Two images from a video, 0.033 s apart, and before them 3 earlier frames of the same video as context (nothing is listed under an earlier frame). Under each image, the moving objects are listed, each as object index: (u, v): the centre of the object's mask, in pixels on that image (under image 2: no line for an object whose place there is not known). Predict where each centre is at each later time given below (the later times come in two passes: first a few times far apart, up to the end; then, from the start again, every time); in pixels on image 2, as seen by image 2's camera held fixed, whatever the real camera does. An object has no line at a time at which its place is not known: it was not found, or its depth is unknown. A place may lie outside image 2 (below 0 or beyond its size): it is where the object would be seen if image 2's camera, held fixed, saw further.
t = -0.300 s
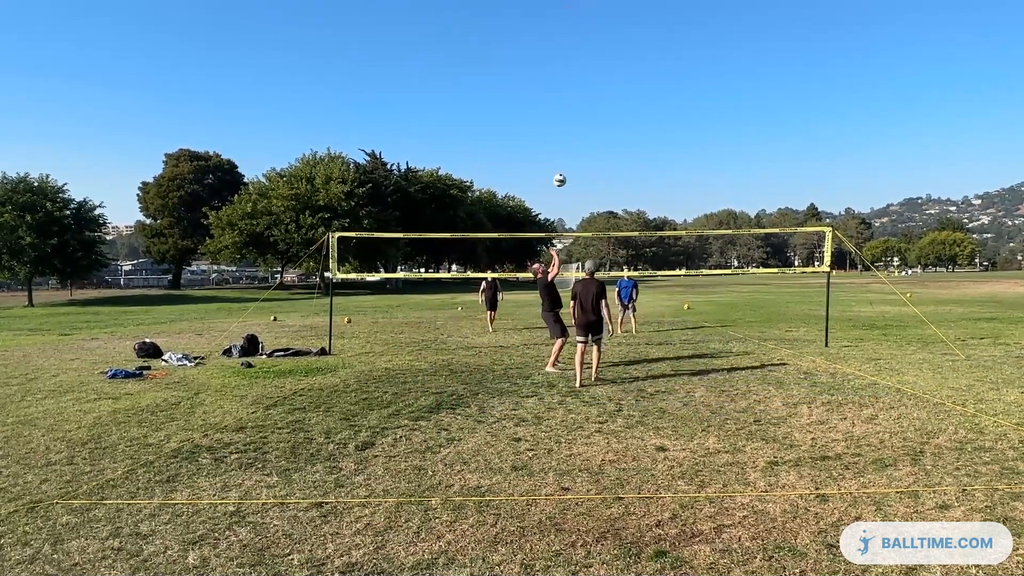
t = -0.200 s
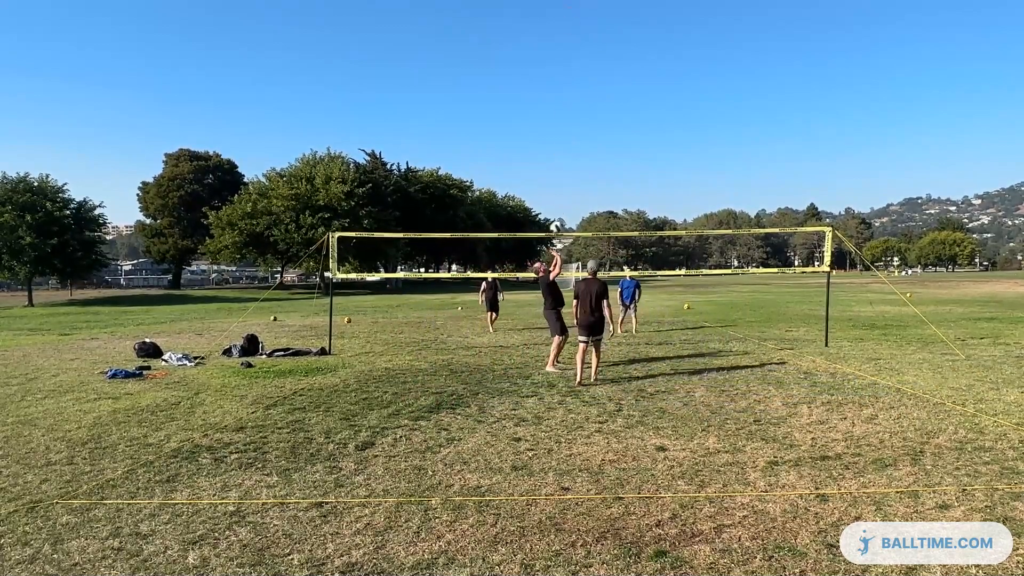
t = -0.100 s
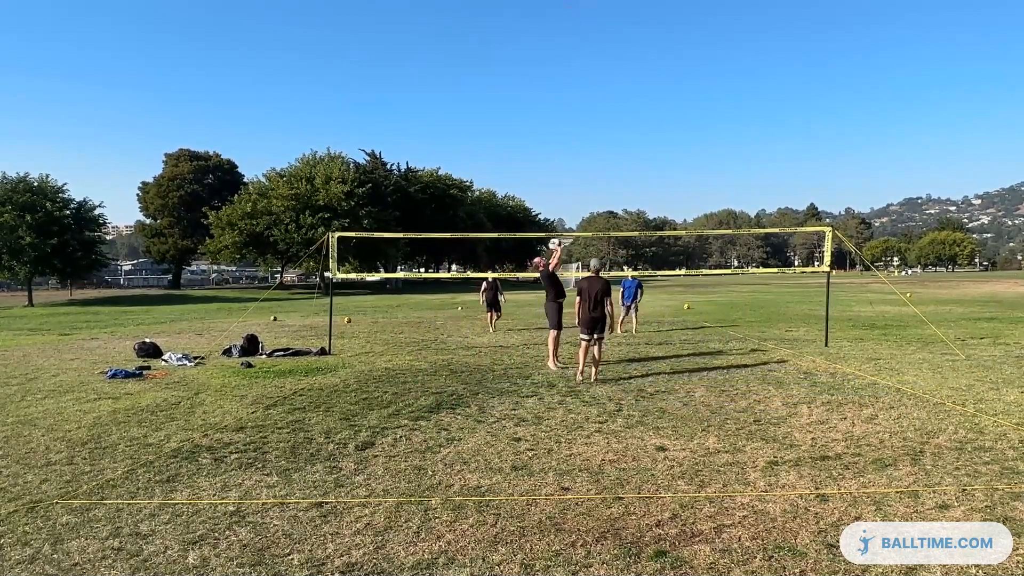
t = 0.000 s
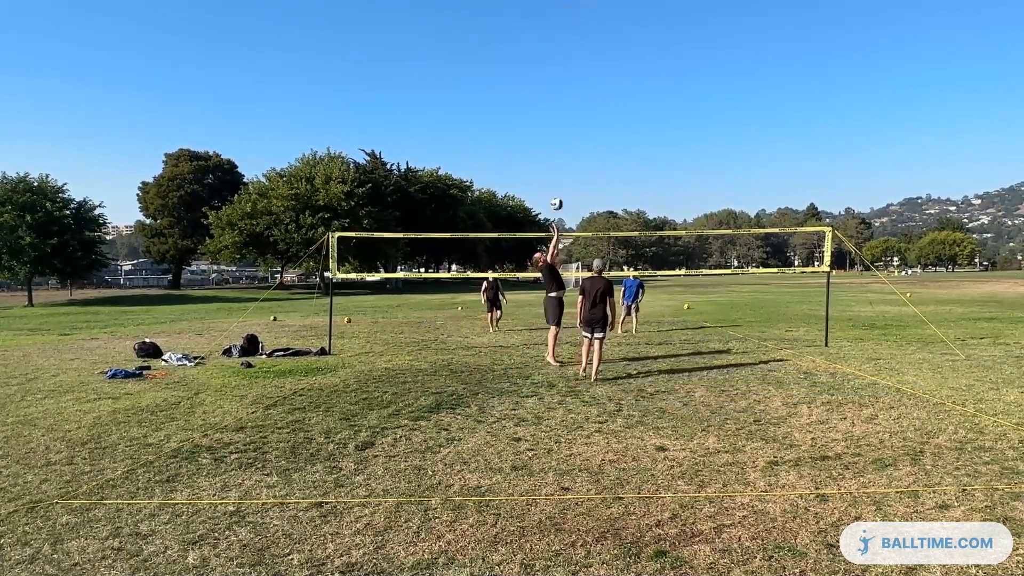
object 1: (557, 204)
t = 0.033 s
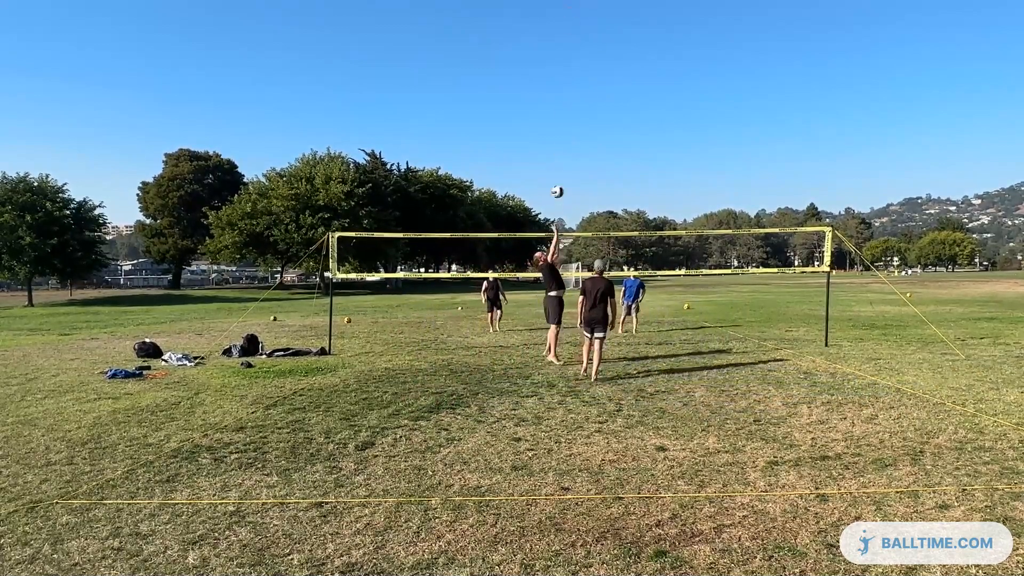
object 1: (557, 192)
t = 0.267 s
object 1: (563, 126)
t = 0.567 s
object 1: (569, 90)
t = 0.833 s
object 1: (574, 101)
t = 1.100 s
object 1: (579, 150)
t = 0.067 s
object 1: (558, 180)
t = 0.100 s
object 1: (559, 169)
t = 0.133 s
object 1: (560, 159)
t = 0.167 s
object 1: (560, 150)
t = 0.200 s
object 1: (561, 141)
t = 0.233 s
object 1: (562, 133)
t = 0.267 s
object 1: (563, 126)
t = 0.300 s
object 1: (563, 119)
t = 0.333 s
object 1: (564, 113)
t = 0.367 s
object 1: (565, 108)
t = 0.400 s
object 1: (565, 103)
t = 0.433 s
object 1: (566, 100)
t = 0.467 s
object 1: (567, 96)
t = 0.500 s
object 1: (568, 93)
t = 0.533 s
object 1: (568, 92)
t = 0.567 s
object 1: (569, 90)
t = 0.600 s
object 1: (570, 89)
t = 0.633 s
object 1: (570, 89)
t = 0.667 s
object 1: (571, 90)
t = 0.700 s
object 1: (572, 91)
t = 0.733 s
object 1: (572, 93)
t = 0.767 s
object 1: (573, 95)
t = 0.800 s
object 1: (574, 98)
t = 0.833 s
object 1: (574, 101)
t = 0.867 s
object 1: (575, 106)
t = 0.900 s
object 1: (575, 110)
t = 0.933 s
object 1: (576, 116)
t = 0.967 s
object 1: (577, 121)
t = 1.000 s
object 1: (577, 128)
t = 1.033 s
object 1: (578, 134)
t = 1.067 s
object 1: (578, 142)
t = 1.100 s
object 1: (579, 150)
